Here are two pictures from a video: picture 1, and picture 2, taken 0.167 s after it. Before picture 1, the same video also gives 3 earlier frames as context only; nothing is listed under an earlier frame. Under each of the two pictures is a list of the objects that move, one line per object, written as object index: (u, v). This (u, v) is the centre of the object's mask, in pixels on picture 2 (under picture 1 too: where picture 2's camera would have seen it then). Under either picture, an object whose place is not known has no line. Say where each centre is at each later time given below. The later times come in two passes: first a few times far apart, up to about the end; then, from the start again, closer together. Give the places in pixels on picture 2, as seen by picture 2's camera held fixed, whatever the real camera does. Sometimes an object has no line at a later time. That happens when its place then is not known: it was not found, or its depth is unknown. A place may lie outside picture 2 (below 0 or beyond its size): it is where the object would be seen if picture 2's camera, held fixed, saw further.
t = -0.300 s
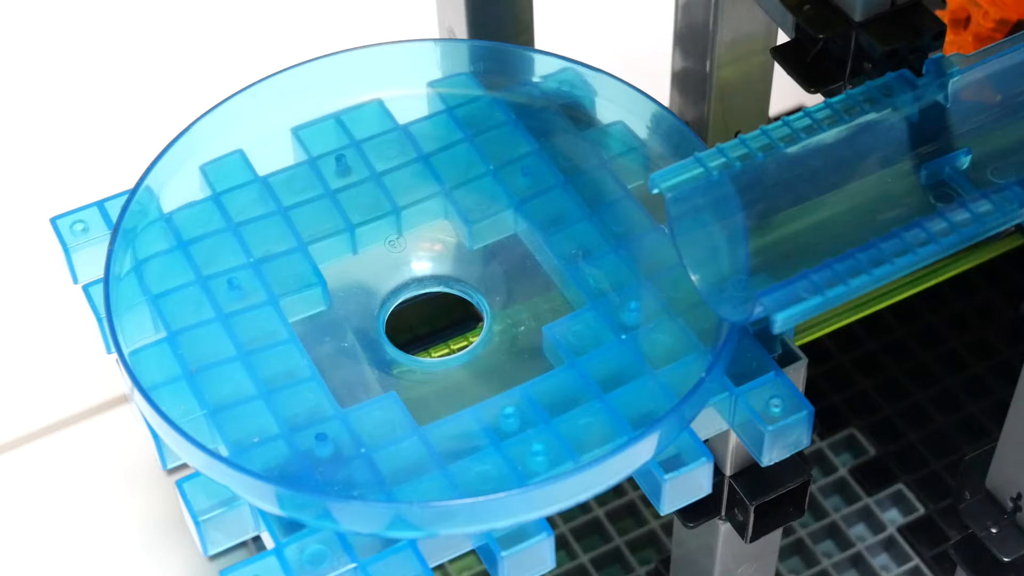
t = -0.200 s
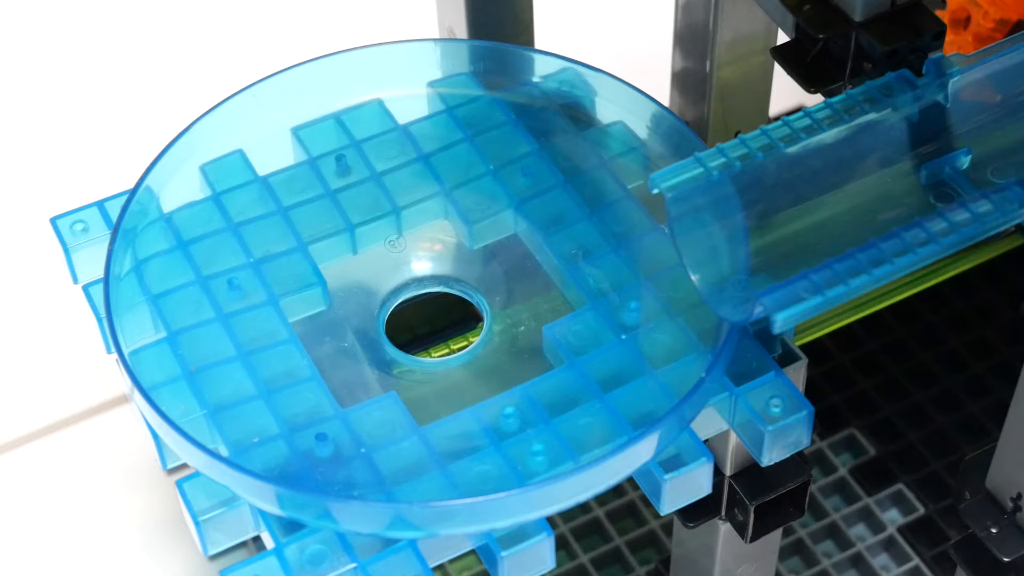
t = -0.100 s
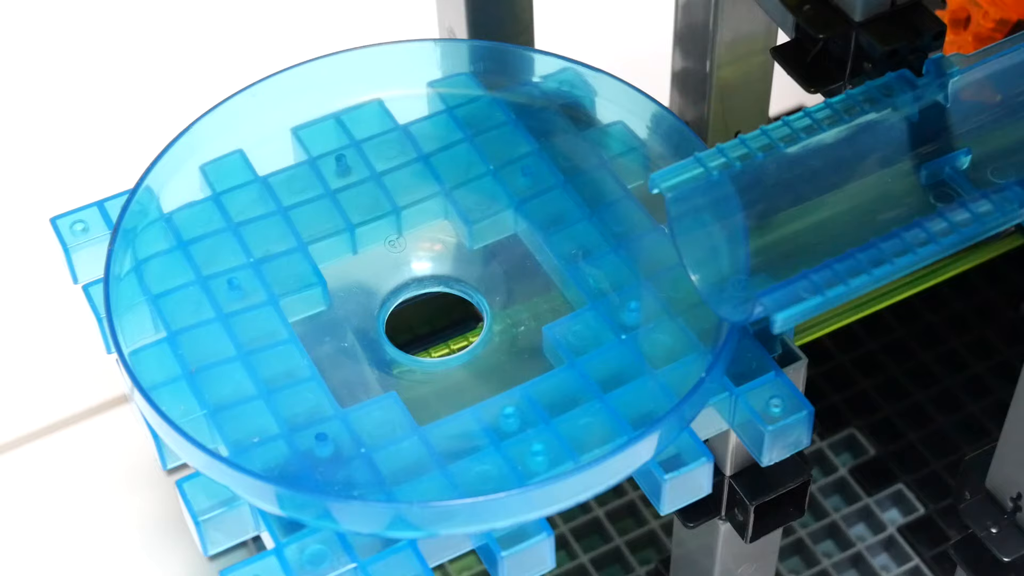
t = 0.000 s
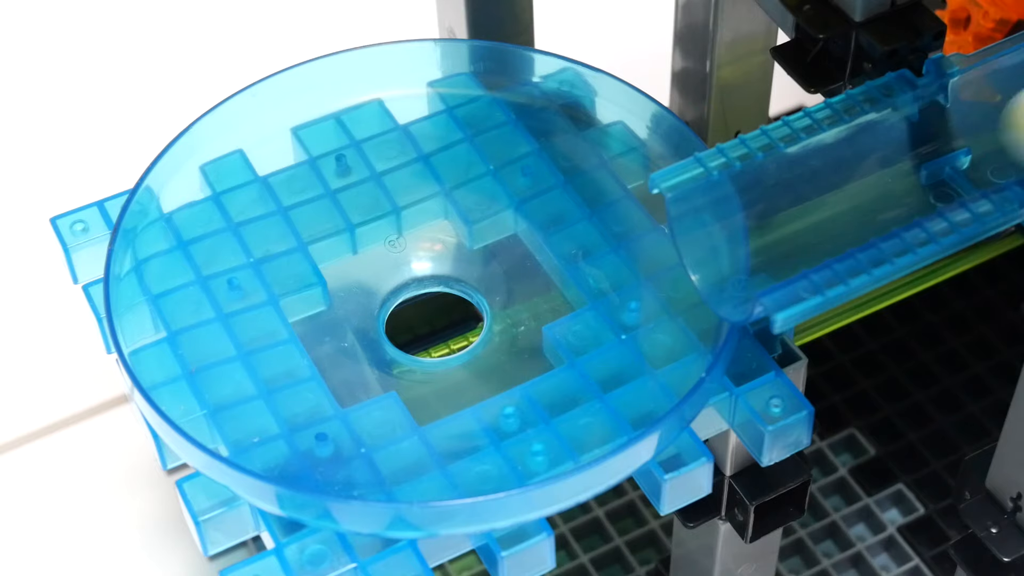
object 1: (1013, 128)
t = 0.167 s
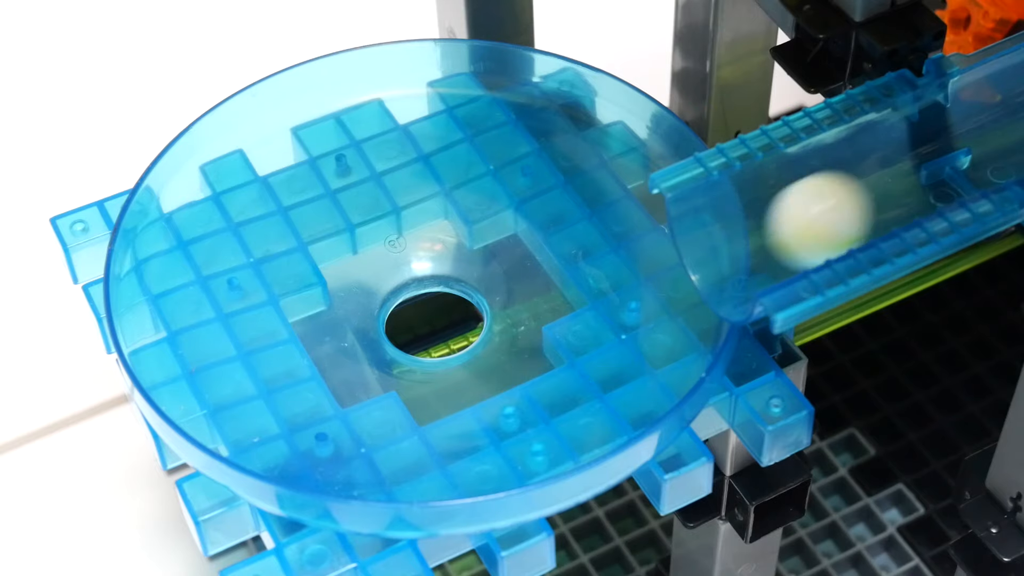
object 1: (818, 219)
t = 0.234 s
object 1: (716, 262)
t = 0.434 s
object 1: (353, 411)
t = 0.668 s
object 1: (164, 286)
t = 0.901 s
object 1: (256, 150)
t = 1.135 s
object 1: (475, 123)
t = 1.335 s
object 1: (638, 231)
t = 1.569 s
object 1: (634, 390)
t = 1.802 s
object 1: (461, 452)
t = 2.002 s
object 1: (324, 377)
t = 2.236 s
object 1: (395, 185)
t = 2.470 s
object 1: (585, 167)
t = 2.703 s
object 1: (612, 295)
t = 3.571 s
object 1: (571, 290)
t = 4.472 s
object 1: (557, 274)
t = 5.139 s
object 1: (533, 258)
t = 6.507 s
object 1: (508, 297)
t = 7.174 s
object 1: (460, 323)
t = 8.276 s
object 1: (484, 299)
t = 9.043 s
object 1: (456, 297)
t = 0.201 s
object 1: (768, 241)
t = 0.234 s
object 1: (716, 262)
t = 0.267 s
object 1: (661, 300)
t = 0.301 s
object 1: (604, 370)
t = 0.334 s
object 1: (541, 390)
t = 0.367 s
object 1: (478, 406)
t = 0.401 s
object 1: (415, 412)
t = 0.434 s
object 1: (353, 411)
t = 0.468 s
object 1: (294, 406)
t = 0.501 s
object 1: (239, 396)
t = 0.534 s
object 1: (194, 381)
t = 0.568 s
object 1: (182, 359)
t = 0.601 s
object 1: (171, 335)
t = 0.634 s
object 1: (165, 311)
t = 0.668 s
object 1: (164, 286)
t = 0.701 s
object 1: (166, 263)
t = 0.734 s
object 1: (172, 241)
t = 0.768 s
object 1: (183, 219)
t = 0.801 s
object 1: (196, 199)
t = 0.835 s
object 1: (213, 180)
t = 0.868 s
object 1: (233, 164)
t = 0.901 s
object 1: (256, 150)
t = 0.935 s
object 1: (282, 137)
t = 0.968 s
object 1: (312, 128)
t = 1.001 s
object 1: (341, 120)
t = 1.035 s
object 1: (372, 117)
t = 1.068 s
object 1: (407, 115)
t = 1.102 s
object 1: (442, 118)
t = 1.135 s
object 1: (475, 123)
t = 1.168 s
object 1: (508, 133)
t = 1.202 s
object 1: (541, 146)
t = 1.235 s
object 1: (571, 163)
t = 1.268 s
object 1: (599, 183)
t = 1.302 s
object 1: (623, 207)
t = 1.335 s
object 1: (638, 231)
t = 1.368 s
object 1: (651, 259)
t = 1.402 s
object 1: (671, 283)
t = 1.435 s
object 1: (680, 311)
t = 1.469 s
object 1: (679, 336)
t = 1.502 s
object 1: (668, 354)
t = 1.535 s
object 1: (652, 373)
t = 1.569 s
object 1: (634, 390)
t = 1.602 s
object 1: (614, 406)
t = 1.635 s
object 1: (592, 419)
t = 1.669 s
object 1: (568, 431)
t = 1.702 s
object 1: (544, 440)
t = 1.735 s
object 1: (517, 447)
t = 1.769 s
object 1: (489, 451)
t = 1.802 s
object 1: (461, 452)
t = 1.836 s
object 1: (434, 449)
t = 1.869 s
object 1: (407, 442)
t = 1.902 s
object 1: (382, 432)
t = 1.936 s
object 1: (359, 417)
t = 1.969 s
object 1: (340, 398)
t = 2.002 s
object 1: (324, 377)
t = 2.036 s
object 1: (313, 352)
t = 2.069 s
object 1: (309, 325)
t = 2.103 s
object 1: (311, 295)
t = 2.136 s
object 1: (322, 263)
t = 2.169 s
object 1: (341, 232)
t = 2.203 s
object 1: (366, 207)
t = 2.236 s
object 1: (395, 185)
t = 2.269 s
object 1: (425, 169)
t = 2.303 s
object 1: (457, 157)
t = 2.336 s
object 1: (487, 150)
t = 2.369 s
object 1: (515, 148)
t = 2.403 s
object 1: (541, 150)
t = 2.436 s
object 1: (565, 157)
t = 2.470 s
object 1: (585, 167)
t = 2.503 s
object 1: (603, 180)
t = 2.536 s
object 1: (616, 195)
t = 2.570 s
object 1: (625, 213)
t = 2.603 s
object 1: (630, 232)
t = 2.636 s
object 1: (630, 252)
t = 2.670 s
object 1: (623, 273)
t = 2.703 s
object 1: (612, 295)
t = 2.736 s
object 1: (594, 315)
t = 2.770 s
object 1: (571, 334)
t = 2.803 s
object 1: (542, 351)
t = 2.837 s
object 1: (508, 364)
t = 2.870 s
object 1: (471, 372)
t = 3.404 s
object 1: (475, 189)
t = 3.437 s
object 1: (505, 203)
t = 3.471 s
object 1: (531, 221)
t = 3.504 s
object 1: (552, 243)
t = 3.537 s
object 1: (565, 266)
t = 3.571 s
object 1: (571, 290)
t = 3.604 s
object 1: (570, 313)
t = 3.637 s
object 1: (564, 333)
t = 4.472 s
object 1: (557, 274)
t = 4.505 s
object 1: (544, 298)
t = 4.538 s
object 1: (523, 320)
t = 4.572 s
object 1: (496, 337)
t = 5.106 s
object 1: (513, 241)
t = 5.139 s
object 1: (533, 258)
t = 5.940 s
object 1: (523, 286)
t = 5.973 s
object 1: (505, 308)
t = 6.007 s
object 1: (478, 326)
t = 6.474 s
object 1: (503, 276)
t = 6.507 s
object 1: (508, 297)
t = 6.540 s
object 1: (504, 317)
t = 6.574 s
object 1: (492, 333)
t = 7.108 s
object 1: (512, 301)
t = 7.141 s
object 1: (490, 314)
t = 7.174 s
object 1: (460, 323)
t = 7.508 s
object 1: (489, 269)
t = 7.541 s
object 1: (482, 294)
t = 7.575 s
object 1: (460, 315)
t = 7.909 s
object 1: (478, 292)
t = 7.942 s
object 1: (468, 313)
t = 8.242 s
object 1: (482, 283)
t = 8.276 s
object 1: (484, 299)
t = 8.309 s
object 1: (473, 313)
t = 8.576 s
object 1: (483, 283)
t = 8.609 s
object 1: (473, 300)
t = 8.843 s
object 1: (462, 295)
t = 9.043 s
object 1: (456, 297)
